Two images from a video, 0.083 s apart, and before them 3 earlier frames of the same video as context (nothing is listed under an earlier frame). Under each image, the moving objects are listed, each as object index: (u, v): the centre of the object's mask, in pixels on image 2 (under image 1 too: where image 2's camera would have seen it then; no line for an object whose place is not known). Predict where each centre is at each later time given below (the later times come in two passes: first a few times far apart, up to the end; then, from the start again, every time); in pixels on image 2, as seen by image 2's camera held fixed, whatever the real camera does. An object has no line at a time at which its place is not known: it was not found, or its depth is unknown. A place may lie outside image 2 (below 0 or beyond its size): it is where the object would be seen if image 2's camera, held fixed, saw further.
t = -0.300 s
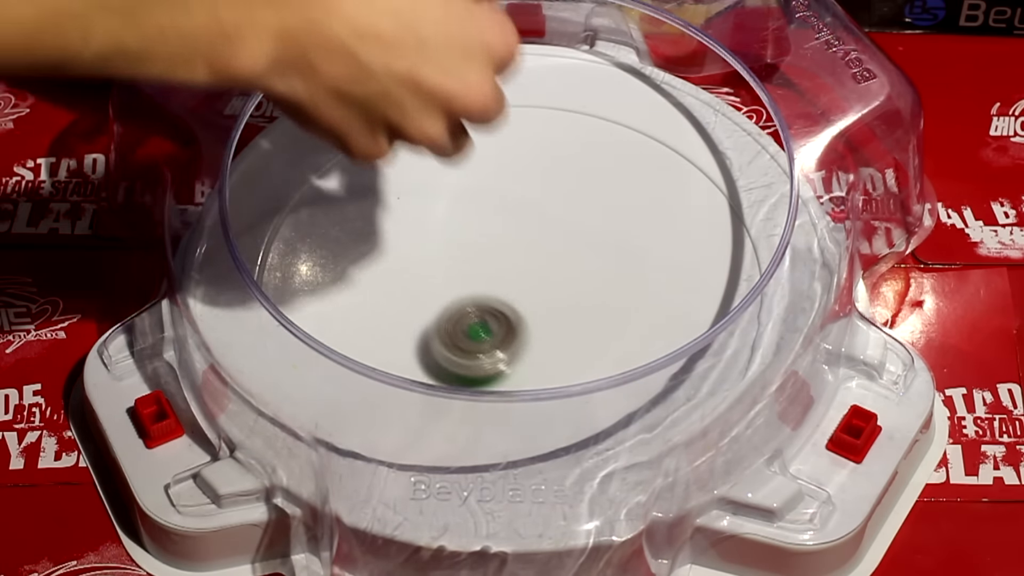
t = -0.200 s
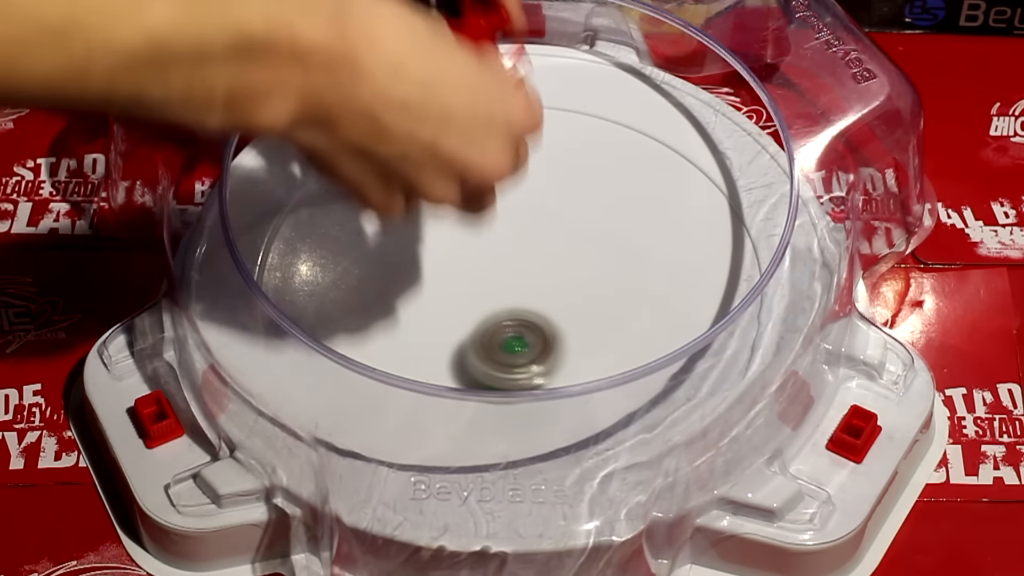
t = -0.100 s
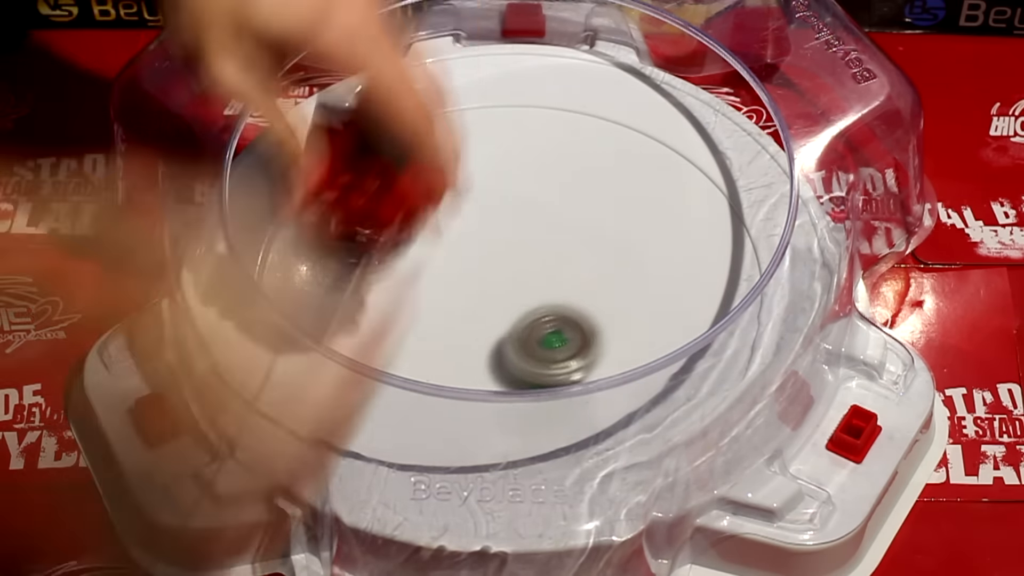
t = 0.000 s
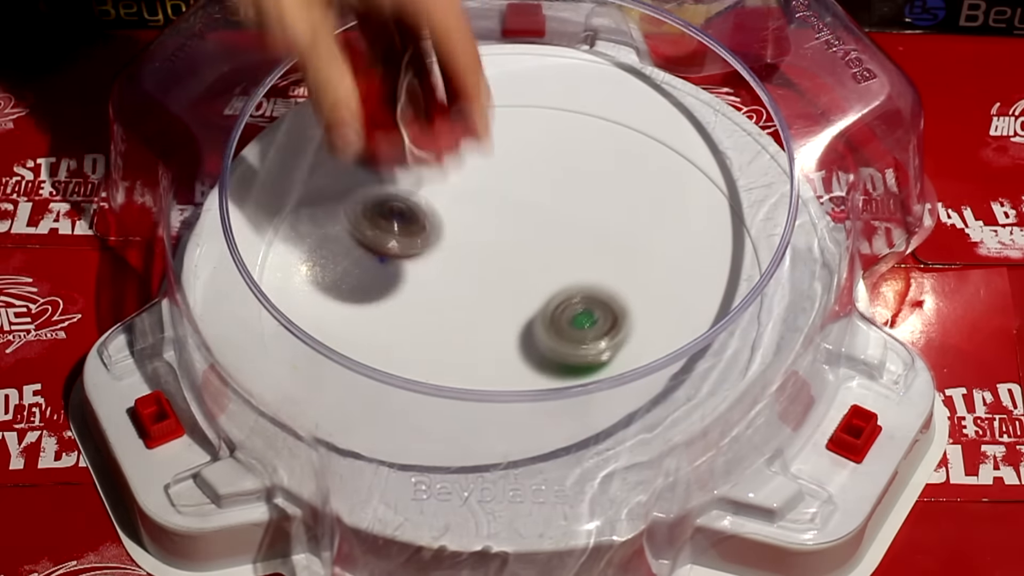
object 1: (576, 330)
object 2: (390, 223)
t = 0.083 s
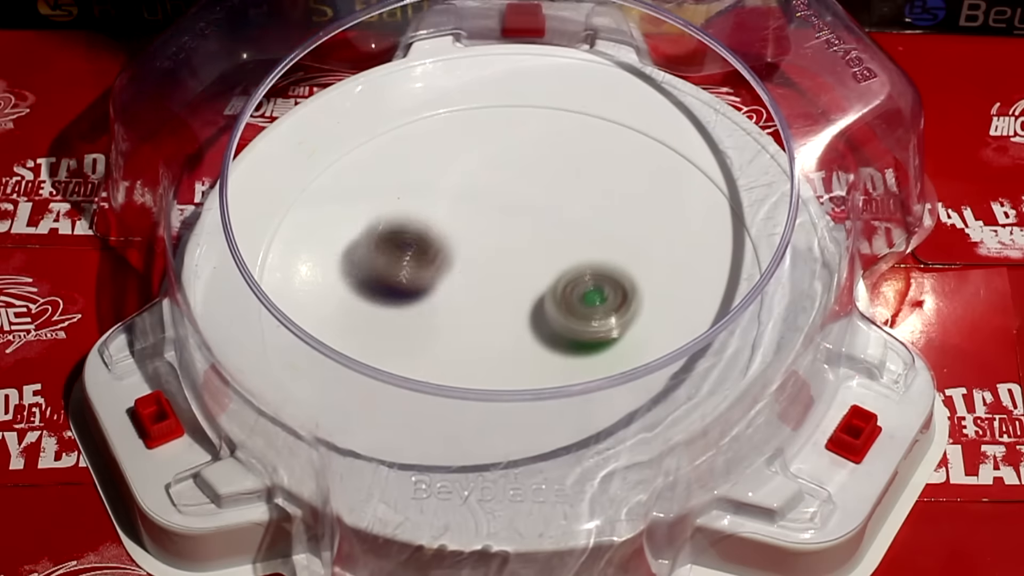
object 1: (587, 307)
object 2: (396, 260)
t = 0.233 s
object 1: (572, 266)
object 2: (465, 231)
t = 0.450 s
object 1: (554, 269)
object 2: (476, 179)
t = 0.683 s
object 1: (455, 407)
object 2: (527, 84)
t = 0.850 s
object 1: (486, 473)
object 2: (557, 117)
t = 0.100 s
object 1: (588, 302)
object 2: (401, 253)
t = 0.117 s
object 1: (588, 298)
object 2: (407, 249)
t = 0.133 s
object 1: (587, 293)
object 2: (415, 247)
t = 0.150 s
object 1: (586, 288)
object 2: (423, 247)
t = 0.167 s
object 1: (584, 283)
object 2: (431, 239)
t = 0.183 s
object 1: (582, 278)
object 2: (438, 234)
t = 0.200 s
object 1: (578, 274)
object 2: (445, 230)
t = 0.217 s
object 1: (575, 270)
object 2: (454, 229)
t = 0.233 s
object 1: (572, 266)
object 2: (465, 231)
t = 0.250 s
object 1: (568, 264)
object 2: (473, 228)
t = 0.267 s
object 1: (570, 263)
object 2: (475, 222)
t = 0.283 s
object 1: (574, 264)
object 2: (474, 215)
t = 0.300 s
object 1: (576, 264)
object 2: (472, 206)
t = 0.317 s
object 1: (578, 265)
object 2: (473, 200)
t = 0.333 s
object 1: (578, 266)
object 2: (474, 198)
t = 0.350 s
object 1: (577, 267)
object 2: (472, 191)
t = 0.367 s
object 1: (575, 267)
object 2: (471, 182)
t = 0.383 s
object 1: (572, 268)
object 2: (470, 177)
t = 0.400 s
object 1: (569, 268)
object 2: (471, 174)
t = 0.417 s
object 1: (564, 268)
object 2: (471, 174)
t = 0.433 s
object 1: (559, 268)
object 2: (473, 176)
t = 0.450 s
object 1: (554, 269)
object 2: (476, 179)
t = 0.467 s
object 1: (548, 269)
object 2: (475, 175)
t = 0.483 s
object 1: (541, 269)
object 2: (474, 170)
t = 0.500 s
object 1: (535, 270)
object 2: (474, 169)
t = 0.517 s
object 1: (530, 269)
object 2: (475, 170)
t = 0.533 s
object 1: (522, 271)
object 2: (477, 173)
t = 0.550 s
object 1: (516, 273)
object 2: (479, 179)
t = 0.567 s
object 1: (510, 275)
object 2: (482, 187)
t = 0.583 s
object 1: (505, 279)
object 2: (487, 196)
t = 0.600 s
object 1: (495, 299)
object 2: (497, 181)
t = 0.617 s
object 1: (486, 324)
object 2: (501, 159)
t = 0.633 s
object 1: (477, 345)
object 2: (507, 133)
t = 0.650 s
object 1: (471, 358)
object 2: (513, 115)
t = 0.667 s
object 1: (462, 385)
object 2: (519, 100)
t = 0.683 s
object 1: (455, 407)
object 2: (527, 84)
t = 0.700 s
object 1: (449, 429)
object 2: (536, 72)
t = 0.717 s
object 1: (448, 436)
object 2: (547, 61)
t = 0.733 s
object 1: (449, 445)
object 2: (554, 55)
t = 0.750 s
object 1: (449, 455)
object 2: (555, 56)
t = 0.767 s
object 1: (452, 460)
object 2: (554, 60)
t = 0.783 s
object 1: (457, 462)
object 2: (557, 68)
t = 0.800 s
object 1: (463, 466)
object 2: (557, 82)
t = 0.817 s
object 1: (469, 470)
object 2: (558, 97)
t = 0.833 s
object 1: (476, 471)
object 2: (559, 107)
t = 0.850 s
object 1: (486, 473)
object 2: (557, 117)
